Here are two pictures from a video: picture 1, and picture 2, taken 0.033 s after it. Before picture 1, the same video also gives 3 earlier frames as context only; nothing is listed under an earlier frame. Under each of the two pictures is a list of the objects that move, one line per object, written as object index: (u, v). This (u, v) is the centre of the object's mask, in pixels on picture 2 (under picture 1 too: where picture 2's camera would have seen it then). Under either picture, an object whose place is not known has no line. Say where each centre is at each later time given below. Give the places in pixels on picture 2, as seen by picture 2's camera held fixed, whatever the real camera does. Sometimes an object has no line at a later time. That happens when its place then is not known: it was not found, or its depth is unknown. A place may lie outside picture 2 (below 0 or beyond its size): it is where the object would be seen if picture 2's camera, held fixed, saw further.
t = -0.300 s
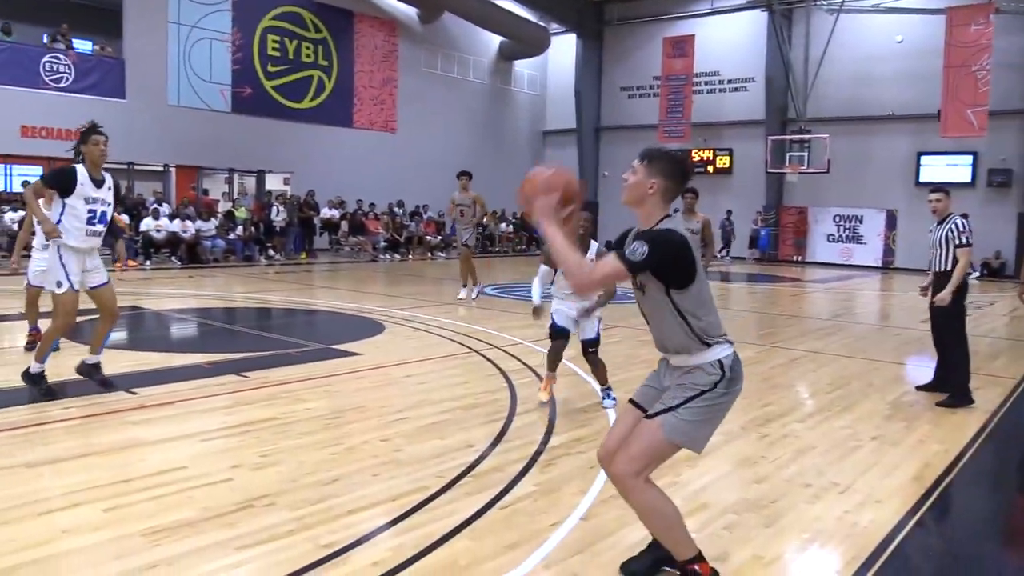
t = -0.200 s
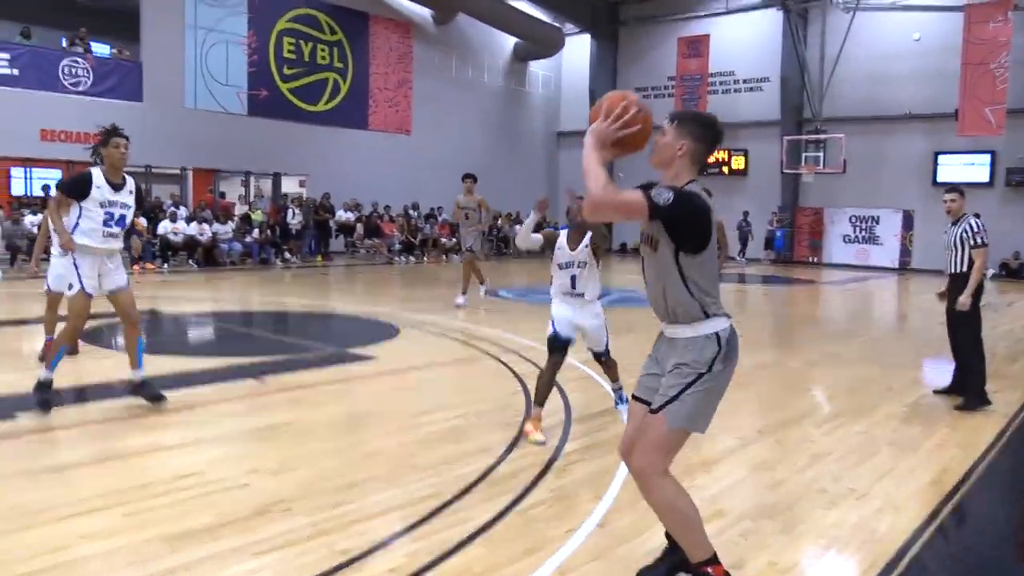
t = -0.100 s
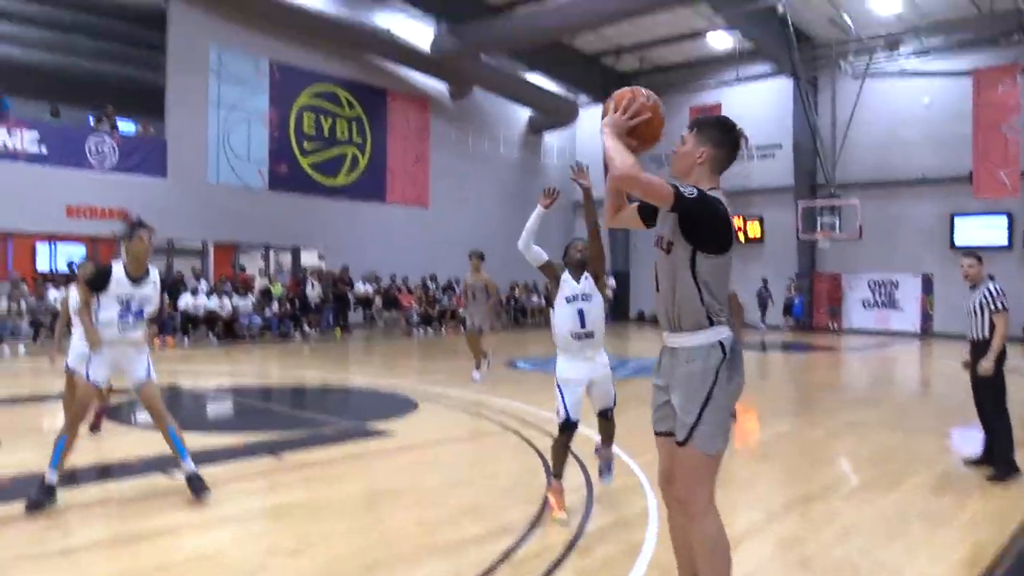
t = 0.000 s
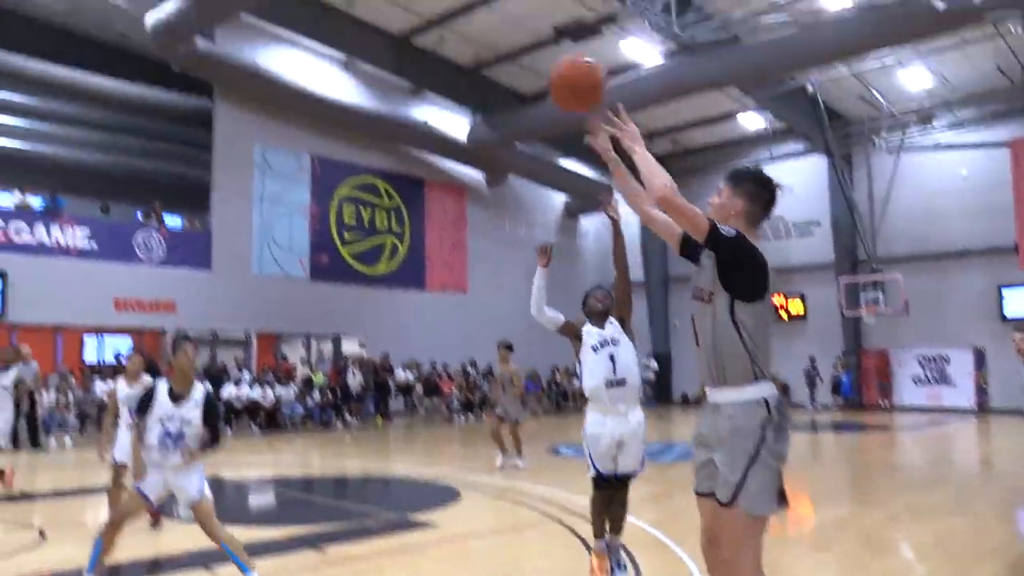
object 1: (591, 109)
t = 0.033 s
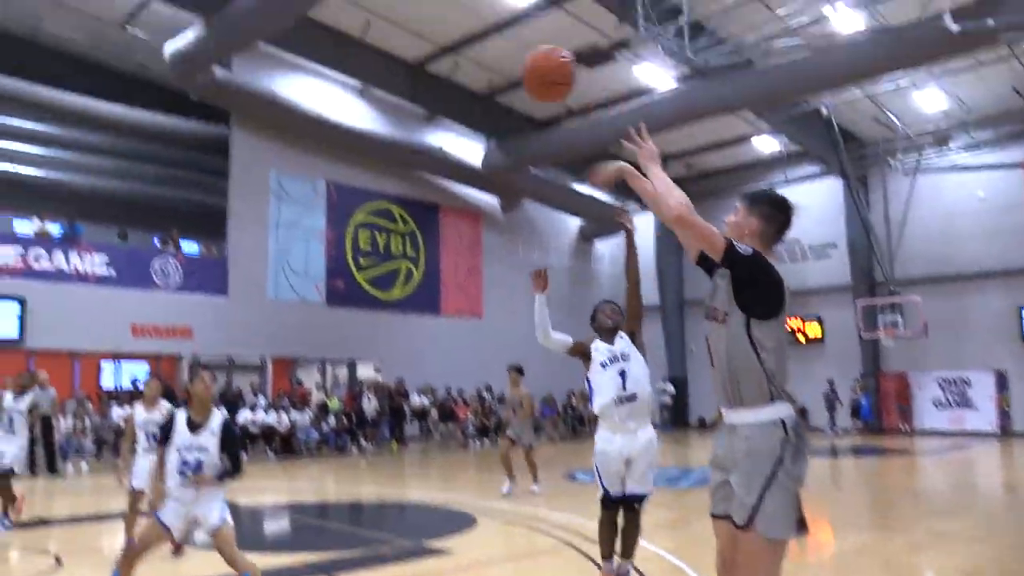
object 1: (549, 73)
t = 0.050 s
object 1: (530, 59)
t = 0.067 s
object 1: (510, 43)
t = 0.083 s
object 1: (491, 30)
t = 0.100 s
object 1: (474, 19)
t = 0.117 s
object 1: (456, 8)
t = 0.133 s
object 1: (438, -1)
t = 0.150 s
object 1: (423, -10)
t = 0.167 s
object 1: (407, -19)
